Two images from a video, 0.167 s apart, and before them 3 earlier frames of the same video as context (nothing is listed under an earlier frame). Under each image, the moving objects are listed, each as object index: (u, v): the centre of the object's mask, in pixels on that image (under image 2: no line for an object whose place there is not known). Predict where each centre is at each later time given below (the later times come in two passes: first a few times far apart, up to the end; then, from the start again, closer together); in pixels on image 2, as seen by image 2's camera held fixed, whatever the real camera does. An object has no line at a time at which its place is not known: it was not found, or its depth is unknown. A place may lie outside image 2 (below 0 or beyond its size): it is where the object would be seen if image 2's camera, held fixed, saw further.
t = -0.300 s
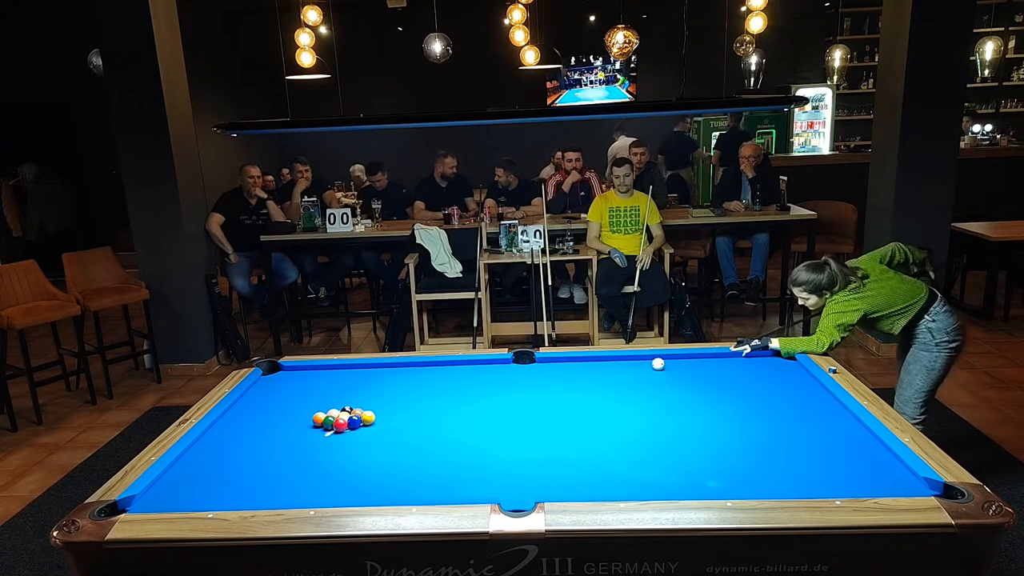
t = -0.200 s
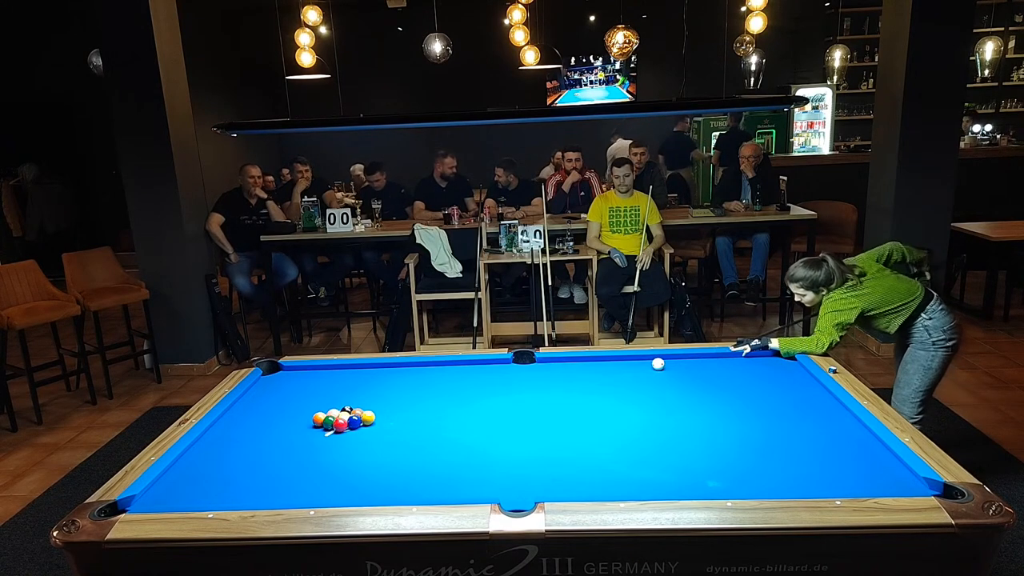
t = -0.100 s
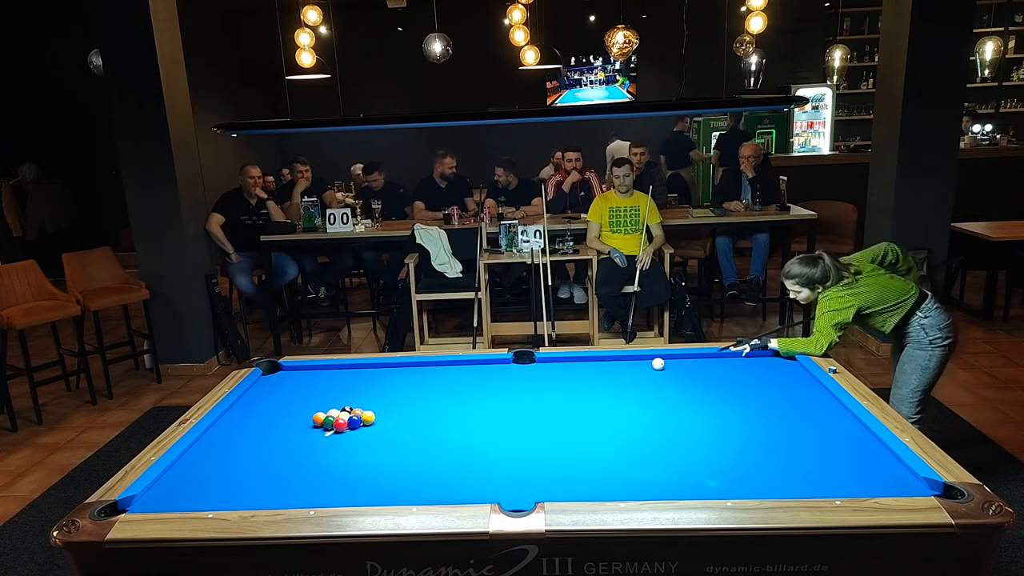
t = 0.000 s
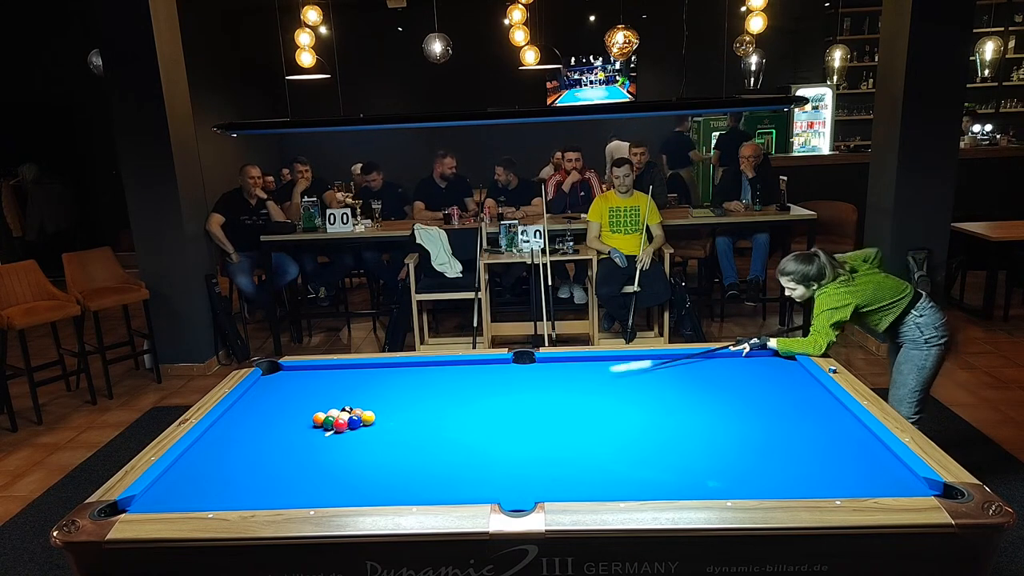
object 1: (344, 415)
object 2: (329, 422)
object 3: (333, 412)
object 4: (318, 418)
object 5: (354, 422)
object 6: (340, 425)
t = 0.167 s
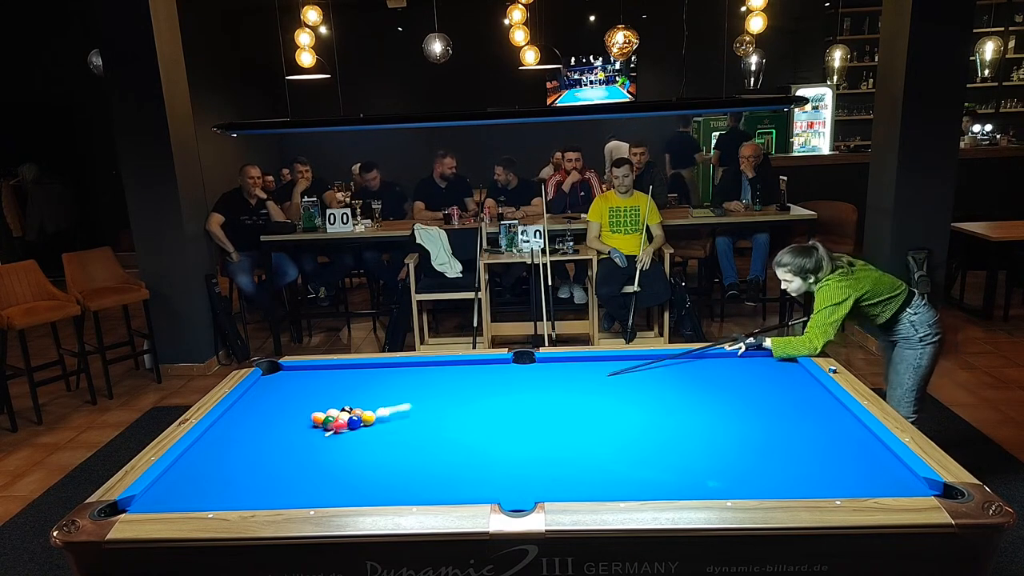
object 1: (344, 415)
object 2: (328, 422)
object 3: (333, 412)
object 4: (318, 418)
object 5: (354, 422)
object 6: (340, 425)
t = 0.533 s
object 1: (320, 424)
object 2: (290, 425)
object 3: (273, 395)
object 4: (279, 402)
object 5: (353, 465)
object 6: (205, 437)
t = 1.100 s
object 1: (288, 432)
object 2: (236, 430)
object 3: (297, 377)
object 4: (406, 383)
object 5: (390, 478)
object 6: (328, 371)
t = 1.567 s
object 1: (266, 437)
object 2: (213, 433)
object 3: (337, 368)
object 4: (499, 369)
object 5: (436, 451)
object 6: (389, 396)
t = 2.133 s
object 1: (245, 443)
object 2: (234, 433)
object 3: (366, 374)
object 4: (594, 361)
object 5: (495, 430)
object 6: (463, 427)
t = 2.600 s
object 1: (232, 447)
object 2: (247, 433)
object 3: (389, 379)
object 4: (665, 364)
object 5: (584, 427)
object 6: (474, 438)
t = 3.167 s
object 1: (224, 449)
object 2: (258, 433)
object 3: (413, 385)
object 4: (748, 367)
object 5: (685, 423)
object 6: (486, 450)
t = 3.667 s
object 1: (222, 450)
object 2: (262, 433)
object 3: (431, 389)
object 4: (792, 372)
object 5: (768, 421)
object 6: (494, 460)
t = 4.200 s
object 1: (222, 450)
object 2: (262, 433)
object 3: (446, 393)
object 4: (761, 379)
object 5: (851, 419)
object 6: (498, 467)
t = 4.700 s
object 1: (222, 450)
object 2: (262, 433)
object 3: (458, 396)
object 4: (735, 385)
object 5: (809, 418)
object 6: (501, 473)
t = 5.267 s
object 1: (222, 450)
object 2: (262, 433)
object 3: (466, 398)
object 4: (709, 392)
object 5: (771, 419)
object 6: (503, 475)
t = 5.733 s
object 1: (222, 450)
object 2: (262, 433)
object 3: (470, 399)
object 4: (690, 396)
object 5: (744, 420)
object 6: (503, 474)
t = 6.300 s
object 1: (222, 450)
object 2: (262, 433)
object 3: (471, 399)
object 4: (672, 400)
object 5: (718, 420)
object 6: (503, 475)
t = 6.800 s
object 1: (222, 450)
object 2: (262, 433)
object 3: (471, 399)
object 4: (659, 403)
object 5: (700, 420)
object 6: (503, 475)
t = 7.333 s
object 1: (222, 450)
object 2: (262, 433)
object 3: (471, 399)
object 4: (650, 405)
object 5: (686, 420)
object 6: (503, 475)
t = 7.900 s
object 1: (222, 450)
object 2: (262, 433)
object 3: (471, 400)
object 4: (645, 406)
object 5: (679, 420)
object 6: (503, 475)
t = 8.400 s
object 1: (222, 450)
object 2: (262, 433)
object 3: (471, 399)
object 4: (645, 406)
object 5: (676, 420)
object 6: (503, 475)
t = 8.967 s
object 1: (222, 450)
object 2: (262, 433)
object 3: (471, 399)
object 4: (645, 406)
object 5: (676, 420)
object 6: (503, 475)
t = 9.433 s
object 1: (222, 450)
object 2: (262, 433)
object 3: (471, 399)
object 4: (645, 406)
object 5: (676, 420)
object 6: (503, 475)
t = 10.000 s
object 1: (222, 450)
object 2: (262, 433)
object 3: (471, 399)
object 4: (645, 406)
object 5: (676, 420)
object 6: (503, 475)
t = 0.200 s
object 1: (341, 419)
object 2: (326, 421)
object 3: (327, 411)
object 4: (306, 416)
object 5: (353, 426)
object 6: (316, 436)
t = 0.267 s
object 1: (336, 420)
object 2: (317, 423)
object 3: (314, 409)
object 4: (276, 412)
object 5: (353, 434)
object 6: (256, 469)
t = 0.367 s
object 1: (330, 421)
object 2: (307, 424)
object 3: (297, 403)
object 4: (236, 408)
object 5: (353, 446)
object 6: (197, 487)
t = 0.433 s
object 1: (326, 423)
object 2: (300, 424)
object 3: (288, 400)
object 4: (250, 405)
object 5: (353, 454)
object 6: (200, 464)
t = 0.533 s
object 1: (320, 424)
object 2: (290, 425)
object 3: (273, 395)
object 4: (279, 402)
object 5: (353, 465)
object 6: (205, 437)
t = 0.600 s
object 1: (316, 425)
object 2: (283, 426)
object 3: (265, 393)
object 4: (294, 399)
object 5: (353, 474)
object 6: (226, 424)
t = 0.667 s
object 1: (312, 426)
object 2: (277, 426)
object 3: (256, 390)
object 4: (310, 397)
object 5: (353, 482)
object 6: (245, 413)
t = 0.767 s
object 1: (306, 427)
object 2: (267, 427)
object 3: (261, 386)
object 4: (333, 393)
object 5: (354, 493)
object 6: (270, 398)
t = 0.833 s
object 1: (302, 428)
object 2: (261, 428)
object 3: (269, 384)
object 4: (348, 391)
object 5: (358, 494)
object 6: (283, 390)
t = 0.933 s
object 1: (296, 430)
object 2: (251, 429)
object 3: (280, 381)
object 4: (371, 388)
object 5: (371, 489)
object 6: (303, 378)
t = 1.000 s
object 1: (293, 431)
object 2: (246, 429)
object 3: (287, 379)
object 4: (385, 386)
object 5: (379, 484)
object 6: (315, 371)
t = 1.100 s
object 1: (288, 432)
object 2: (236, 430)
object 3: (297, 377)
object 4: (406, 383)
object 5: (390, 478)
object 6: (328, 371)
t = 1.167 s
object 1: (285, 433)
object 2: (231, 430)
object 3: (304, 375)
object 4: (420, 380)
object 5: (397, 473)
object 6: (336, 375)
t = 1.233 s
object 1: (281, 433)
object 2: (225, 431)
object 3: (310, 373)
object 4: (434, 379)
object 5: (404, 469)
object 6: (344, 379)
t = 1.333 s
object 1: (276, 435)
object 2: (216, 432)
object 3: (320, 370)
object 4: (454, 375)
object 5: (415, 464)
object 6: (357, 384)
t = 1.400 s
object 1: (273, 435)
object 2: (210, 432)
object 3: (326, 368)
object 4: (467, 373)
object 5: (421, 460)
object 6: (366, 387)
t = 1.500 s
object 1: (269, 437)
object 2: (210, 433)
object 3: (333, 367)
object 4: (486, 371)
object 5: (430, 455)
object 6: (380, 392)
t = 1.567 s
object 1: (266, 437)
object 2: (213, 433)
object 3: (337, 368)
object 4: (499, 369)
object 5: (436, 451)
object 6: (389, 396)
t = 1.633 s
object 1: (263, 438)
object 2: (216, 433)
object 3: (340, 369)
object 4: (511, 367)
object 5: (442, 448)
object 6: (398, 400)
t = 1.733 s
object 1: (259, 439)
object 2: (220, 433)
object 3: (346, 370)
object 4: (529, 364)
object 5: (451, 443)
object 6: (413, 406)
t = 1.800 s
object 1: (256, 440)
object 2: (222, 433)
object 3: (349, 371)
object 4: (541, 363)
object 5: (456, 440)
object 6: (423, 409)
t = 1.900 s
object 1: (253, 441)
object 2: (226, 433)
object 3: (354, 372)
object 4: (558, 360)
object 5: (464, 435)
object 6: (439, 416)
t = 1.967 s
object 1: (250, 441)
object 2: (229, 433)
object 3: (358, 373)
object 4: (569, 359)
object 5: (469, 433)
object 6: (449, 420)
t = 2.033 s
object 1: (248, 442)
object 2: (231, 433)
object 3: (361, 373)
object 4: (579, 360)
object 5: (473, 430)
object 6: (460, 424)
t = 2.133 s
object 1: (245, 443)
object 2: (234, 433)
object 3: (366, 374)
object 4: (594, 361)
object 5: (495, 430)
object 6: (463, 427)
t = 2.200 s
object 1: (243, 444)
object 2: (235, 433)
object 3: (370, 375)
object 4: (604, 361)
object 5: (509, 429)
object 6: (464, 428)
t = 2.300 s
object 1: (240, 444)
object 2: (238, 432)
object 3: (375, 376)
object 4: (619, 362)
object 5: (528, 429)
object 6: (467, 431)
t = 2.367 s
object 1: (238, 445)
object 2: (241, 432)
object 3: (378, 377)
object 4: (630, 362)
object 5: (541, 429)
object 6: (469, 432)
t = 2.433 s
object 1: (236, 445)
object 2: (243, 433)
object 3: (381, 378)
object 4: (640, 363)
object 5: (554, 428)
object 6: (470, 434)
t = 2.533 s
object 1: (234, 446)
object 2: (245, 433)
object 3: (386, 378)
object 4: (655, 363)
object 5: (572, 428)
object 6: (472, 437)
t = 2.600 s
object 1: (232, 447)
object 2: (247, 433)
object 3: (389, 379)
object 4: (665, 364)
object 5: (584, 427)
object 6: (474, 438)
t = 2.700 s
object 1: (230, 447)
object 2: (249, 433)
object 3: (393, 380)
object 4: (680, 364)
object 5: (603, 426)
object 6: (476, 440)
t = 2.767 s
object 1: (229, 447)
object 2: (250, 433)
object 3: (396, 381)
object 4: (690, 364)
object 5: (615, 426)
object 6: (477, 442)
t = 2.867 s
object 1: (228, 448)
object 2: (252, 433)
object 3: (400, 382)
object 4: (705, 365)
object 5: (633, 426)
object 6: (480, 444)
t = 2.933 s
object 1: (227, 448)
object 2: (254, 433)
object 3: (403, 382)
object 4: (714, 365)
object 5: (644, 425)
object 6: (481, 445)
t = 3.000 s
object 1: (226, 448)
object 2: (255, 433)
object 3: (406, 383)
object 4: (724, 366)
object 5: (656, 424)
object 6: (483, 447)
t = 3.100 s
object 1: (225, 449)
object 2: (256, 433)
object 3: (410, 384)
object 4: (739, 366)
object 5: (673, 424)
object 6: (485, 449)
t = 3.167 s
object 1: (224, 449)
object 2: (258, 433)
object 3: (413, 385)
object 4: (748, 367)
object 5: (685, 423)
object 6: (486, 450)
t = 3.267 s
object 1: (223, 449)
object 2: (259, 433)
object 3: (417, 386)
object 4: (763, 368)
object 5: (702, 423)
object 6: (488, 452)
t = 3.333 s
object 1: (223, 449)
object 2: (259, 433)
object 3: (419, 386)
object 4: (773, 368)
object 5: (713, 422)
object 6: (489, 453)
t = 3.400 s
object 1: (222, 450)
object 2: (260, 433)
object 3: (422, 387)
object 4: (783, 369)
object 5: (724, 422)
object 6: (490, 455)
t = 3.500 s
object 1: (222, 450)
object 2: (261, 433)
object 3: (425, 388)
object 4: (797, 369)
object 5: (741, 422)
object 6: (492, 457)
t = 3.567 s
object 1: (222, 450)
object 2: (261, 433)
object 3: (427, 388)
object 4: (798, 370)
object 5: (752, 421)
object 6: (492, 458)
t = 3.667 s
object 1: (222, 450)
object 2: (262, 433)
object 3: (431, 389)
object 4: (792, 372)
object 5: (768, 421)
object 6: (494, 460)
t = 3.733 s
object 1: (222, 450)
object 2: (262, 433)
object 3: (433, 390)
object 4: (788, 372)
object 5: (779, 420)
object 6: (495, 461)
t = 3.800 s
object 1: (222, 450)
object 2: (262, 433)
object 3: (435, 390)
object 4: (784, 373)
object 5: (790, 420)
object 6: (496, 462)
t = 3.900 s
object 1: (222, 450)
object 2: (262, 433)
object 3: (438, 391)
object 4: (778, 375)
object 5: (806, 420)
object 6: (496, 463)
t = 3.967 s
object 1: (222, 450)
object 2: (262, 433)
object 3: (440, 391)
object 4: (774, 376)
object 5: (816, 419)
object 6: (497, 464)
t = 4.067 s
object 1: (222, 450)
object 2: (262, 433)
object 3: (443, 392)
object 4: (768, 377)
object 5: (832, 419)
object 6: (498, 466)
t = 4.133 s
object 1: (222, 450)
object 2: (262, 433)
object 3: (445, 392)
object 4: (765, 378)
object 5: (841, 419)
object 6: (498, 467)
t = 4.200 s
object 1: (222, 450)
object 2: (262, 433)
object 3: (446, 393)
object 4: (761, 379)
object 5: (851, 419)
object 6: (498, 467)
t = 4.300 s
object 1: (222, 450)
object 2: (262, 433)
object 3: (449, 394)
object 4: (756, 380)
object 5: (841, 418)
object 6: (499, 469)
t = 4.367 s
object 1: (222, 450)
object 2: (262, 433)
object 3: (450, 394)
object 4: (752, 381)
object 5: (836, 418)
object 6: (499, 469)
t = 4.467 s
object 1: (222, 450)
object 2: (262, 433)
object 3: (453, 395)
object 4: (747, 383)
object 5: (827, 418)
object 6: (500, 471)
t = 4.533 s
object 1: (222, 450)
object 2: (262, 433)
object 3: (454, 395)
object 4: (744, 383)
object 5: (822, 418)
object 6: (500, 471)
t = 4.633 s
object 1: (222, 450)
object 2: (262, 433)
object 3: (456, 396)
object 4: (738, 385)
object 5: (814, 418)
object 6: (501, 472)
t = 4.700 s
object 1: (222, 450)
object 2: (262, 433)
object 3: (458, 396)
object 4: (735, 385)
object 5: (809, 418)
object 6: (501, 473)
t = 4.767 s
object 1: (222, 450)
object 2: (262, 433)
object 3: (459, 396)
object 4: (732, 386)
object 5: (804, 419)
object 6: (501, 473)
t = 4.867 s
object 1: (222, 450)
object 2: (262, 433)
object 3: (461, 396)
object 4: (727, 387)
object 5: (797, 419)
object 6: (502, 473)
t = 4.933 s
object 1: (222, 450)
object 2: (262, 433)
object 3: (462, 397)
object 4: (724, 388)
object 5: (792, 418)
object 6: (502, 473)
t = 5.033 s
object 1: (222, 450)
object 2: (262, 433)
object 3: (463, 397)
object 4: (719, 389)
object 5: (786, 419)
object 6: (502, 474)
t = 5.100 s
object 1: (222, 450)
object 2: (262, 433)
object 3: (464, 398)
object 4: (716, 390)
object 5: (781, 419)
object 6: (502, 474)
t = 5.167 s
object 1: (222, 450)
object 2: (262, 433)
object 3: (465, 398)
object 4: (713, 390)
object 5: (777, 419)
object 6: (502, 474)
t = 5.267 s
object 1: (222, 450)
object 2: (262, 433)
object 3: (466, 398)
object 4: (709, 392)
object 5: (771, 419)
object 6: (503, 475)
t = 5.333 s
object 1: (222, 450)
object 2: (262, 433)
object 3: (467, 398)
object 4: (706, 392)
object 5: (767, 420)
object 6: (503, 475)
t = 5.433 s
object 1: (222, 450)
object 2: (262, 433)
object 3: (468, 399)
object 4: (702, 393)
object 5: (761, 420)
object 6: (503, 474)
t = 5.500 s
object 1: (222, 450)
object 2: (262, 433)
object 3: (468, 399)
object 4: (699, 394)
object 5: (757, 420)
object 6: (503, 475)
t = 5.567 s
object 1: (222, 450)
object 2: (262, 433)
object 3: (469, 399)
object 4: (696, 395)
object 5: (753, 420)
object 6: (503, 475)
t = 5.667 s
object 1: (222, 450)
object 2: (262, 433)
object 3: (470, 399)
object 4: (693, 396)
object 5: (747, 420)
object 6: (503, 475)
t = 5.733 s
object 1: (222, 450)
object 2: (262, 433)
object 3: (470, 399)
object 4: (690, 396)
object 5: (744, 420)
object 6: (503, 474)
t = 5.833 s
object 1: (222, 450)
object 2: (262, 433)
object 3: (470, 399)
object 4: (687, 397)
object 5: (739, 420)
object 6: (503, 475)
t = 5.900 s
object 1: (222, 450)
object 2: (262, 433)
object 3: (471, 399)
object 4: (684, 397)
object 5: (736, 420)
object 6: (503, 475)
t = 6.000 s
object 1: (222, 450)
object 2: (262, 433)
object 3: (471, 399)
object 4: (681, 398)
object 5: (731, 420)
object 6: (503, 475)
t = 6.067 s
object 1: (222, 450)
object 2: (262, 433)
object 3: (471, 399)
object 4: (679, 398)
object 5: (728, 420)
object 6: (503, 475)
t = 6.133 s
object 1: (222, 450)
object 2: (262, 433)
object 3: (471, 399)
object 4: (677, 399)
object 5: (725, 420)
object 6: (503, 475)
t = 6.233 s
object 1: (222, 450)
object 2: (262, 433)
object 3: (471, 399)
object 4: (674, 400)
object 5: (721, 421)
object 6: (503, 475)
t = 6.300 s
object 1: (222, 450)
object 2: (262, 433)
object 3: (471, 399)
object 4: (672, 400)
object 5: (718, 420)
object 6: (503, 475)
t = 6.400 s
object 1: (222, 450)
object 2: (262, 433)
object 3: (471, 399)
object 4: (669, 401)
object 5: (714, 421)
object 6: (503, 475)
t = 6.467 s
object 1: (222, 450)
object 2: (262, 433)
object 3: (471, 399)
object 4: (667, 401)
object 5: (711, 421)
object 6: (503, 475)
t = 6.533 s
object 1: (222, 450)
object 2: (262, 433)
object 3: (471, 399)
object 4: (665, 402)
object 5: (709, 421)
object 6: (503, 475)
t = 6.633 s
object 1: (222, 450)
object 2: (262, 433)
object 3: (471, 399)
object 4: (663, 402)
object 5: (706, 421)
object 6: (503, 475)
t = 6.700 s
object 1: (222, 450)
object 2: (262, 433)
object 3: (471, 399)
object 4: (661, 403)
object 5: (703, 420)
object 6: (503, 475)
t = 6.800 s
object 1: (222, 450)
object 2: (262, 433)
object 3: (471, 399)
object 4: (659, 403)
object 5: (700, 420)
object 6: (503, 475)
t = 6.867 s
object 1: (222, 450)
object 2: (262, 433)
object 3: (471, 399)
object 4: (658, 404)
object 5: (698, 420)
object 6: (503, 475)
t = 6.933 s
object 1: (222, 450)
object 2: (262, 433)
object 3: (471, 399)
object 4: (657, 404)
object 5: (696, 420)
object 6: (503, 475)
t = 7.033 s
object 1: (222, 450)
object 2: (262, 433)
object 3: (471, 399)
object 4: (655, 404)
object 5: (694, 420)
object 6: (503, 475)
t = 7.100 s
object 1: (222, 450)
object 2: (262, 433)
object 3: (471, 400)
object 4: (654, 404)
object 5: (692, 420)
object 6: (503, 475)
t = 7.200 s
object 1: (222, 450)
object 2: (262, 433)
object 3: (471, 399)
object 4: (652, 404)
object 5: (689, 420)
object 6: (503, 475)
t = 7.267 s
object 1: (222, 450)
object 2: (262, 433)
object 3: (471, 400)
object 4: (651, 405)
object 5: (688, 420)
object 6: (503, 475)
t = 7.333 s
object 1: (222, 450)
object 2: (262, 433)
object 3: (471, 399)
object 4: (650, 405)
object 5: (686, 420)
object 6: (503, 475)
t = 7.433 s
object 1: (222, 450)
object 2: (262, 433)
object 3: (471, 399)
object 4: (649, 405)
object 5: (685, 420)
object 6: (503, 475)
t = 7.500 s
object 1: (222, 450)
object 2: (262, 433)
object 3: (471, 400)
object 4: (648, 405)
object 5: (683, 420)
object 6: (503, 475)
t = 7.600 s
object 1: (222, 450)
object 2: (262, 433)
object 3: (471, 400)
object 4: (647, 406)
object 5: (682, 420)
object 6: (503, 475)
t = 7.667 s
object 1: (222, 450)
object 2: (262, 433)
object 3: (471, 400)
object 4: (647, 406)
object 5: (681, 420)
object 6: (503, 475)
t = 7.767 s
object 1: (222, 450)
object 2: (262, 433)
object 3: (471, 399)
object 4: (646, 406)
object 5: (680, 420)
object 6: (503, 475)
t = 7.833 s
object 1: (222, 450)
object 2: (262, 433)
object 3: (471, 399)
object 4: (646, 406)
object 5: (679, 420)
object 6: (503, 475)
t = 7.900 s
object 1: (222, 450)
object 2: (262, 433)
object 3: (471, 400)
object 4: (645, 406)
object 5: (679, 420)
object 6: (503, 475)
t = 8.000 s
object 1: (222, 450)
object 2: (262, 433)
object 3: (471, 400)
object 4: (645, 406)
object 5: (678, 420)
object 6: (503, 475)
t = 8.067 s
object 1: (222, 450)
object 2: (262, 433)
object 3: (471, 399)
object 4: (645, 406)
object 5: (678, 420)
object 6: (503, 475)
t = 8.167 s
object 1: (222, 450)
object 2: (262, 433)
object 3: (471, 399)
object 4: (645, 406)
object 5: (677, 420)
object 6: (503, 475)
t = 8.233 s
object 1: (222, 450)
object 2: (262, 433)
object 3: (471, 399)
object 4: (645, 406)
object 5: (677, 420)
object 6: (503, 475)
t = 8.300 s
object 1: (222, 450)
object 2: (262, 433)
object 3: (471, 400)
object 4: (645, 406)
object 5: (677, 420)
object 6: (503, 475)
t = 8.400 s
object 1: (222, 450)
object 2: (262, 433)
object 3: (471, 399)
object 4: (645, 406)
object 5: (676, 420)
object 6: (503, 475)
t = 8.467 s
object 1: (222, 450)
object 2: (262, 433)
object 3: (471, 399)
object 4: (645, 406)
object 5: (676, 420)
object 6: (503, 475)
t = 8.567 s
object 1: (222, 450)
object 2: (262, 433)
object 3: (471, 399)
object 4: (645, 406)
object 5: (676, 420)
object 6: (503, 475)
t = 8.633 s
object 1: (222, 450)
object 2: (262, 433)
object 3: (471, 399)
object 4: (645, 406)
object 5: (676, 420)
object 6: (503, 475)
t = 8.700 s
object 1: (222, 450)
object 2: (262, 433)
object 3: (471, 400)
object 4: (645, 406)
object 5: (676, 420)
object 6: (503, 475)
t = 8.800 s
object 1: (222, 450)
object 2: (262, 433)
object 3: (471, 400)
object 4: (645, 406)
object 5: (676, 420)
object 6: (503, 475)
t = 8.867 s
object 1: (222, 450)
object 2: (262, 433)
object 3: (471, 399)
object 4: (645, 406)
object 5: (676, 420)
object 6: (503, 475)
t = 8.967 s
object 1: (222, 450)
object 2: (262, 433)
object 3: (471, 399)
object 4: (645, 406)
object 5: (676, 420)
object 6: (503, 475)
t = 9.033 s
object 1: (222, 450)
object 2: (262, 433)
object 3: (471, 399)
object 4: (645, 406)
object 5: (676, 420)
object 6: (503, 475)
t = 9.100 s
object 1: (222, 450)
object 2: (262, 433)
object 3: (471, 399)
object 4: (645, 406)
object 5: (676, 420)
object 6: (503, 475)
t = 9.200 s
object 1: (222, 450)
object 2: (262, 433)
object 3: (471, 399)
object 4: (645, 406)
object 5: (676, 420)
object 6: (503, 475)
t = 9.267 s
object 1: (222, 450)
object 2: (262, 433)
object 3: (471, 399)
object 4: (645, 406)
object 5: (676, 420)
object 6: (503, 475)
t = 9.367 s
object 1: (222, 450)
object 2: (262, 433)
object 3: (471, 399)
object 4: (645, 406)
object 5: (676, 420)
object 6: (503, 475)
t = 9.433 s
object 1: (222, 450)
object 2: (262, 433)
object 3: (471, 399)
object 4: (645, 406)
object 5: (676, 420)
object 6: (503, 475)
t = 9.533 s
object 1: (222, 450)
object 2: (262, 433)
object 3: (471, 400)
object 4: (645, 406)
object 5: (676, 420)
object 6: (503, 475)
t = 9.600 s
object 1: (222, 450)
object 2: (262, 433)
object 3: (471, 399)
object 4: (645, 406)
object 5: (676, 420)
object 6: (503, 475)
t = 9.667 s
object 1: (222, 450)
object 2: (262, 433)
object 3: (471, 399)
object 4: (645, 406)
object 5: (676, 420)
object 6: (503, 475)
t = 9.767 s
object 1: (222, 450)
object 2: (262, 433)
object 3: (471, 399)
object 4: (645, 406)
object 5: (676, 420)
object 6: (503, 475)
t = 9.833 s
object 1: (222, 450)
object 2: (262, 433)
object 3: (471, 400)
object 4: (645, 406)
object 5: (676, 420)
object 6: (503, 475)
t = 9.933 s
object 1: (222, 450)
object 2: (262, 433)
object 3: (471, 399)
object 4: (645, 406)
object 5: (676, 420)
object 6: (503, 475)
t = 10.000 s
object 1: (222, 450)
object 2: (262, 433)
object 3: (471, 399)
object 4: (645, 406)
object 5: (676, 420)
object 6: (503, 475)
